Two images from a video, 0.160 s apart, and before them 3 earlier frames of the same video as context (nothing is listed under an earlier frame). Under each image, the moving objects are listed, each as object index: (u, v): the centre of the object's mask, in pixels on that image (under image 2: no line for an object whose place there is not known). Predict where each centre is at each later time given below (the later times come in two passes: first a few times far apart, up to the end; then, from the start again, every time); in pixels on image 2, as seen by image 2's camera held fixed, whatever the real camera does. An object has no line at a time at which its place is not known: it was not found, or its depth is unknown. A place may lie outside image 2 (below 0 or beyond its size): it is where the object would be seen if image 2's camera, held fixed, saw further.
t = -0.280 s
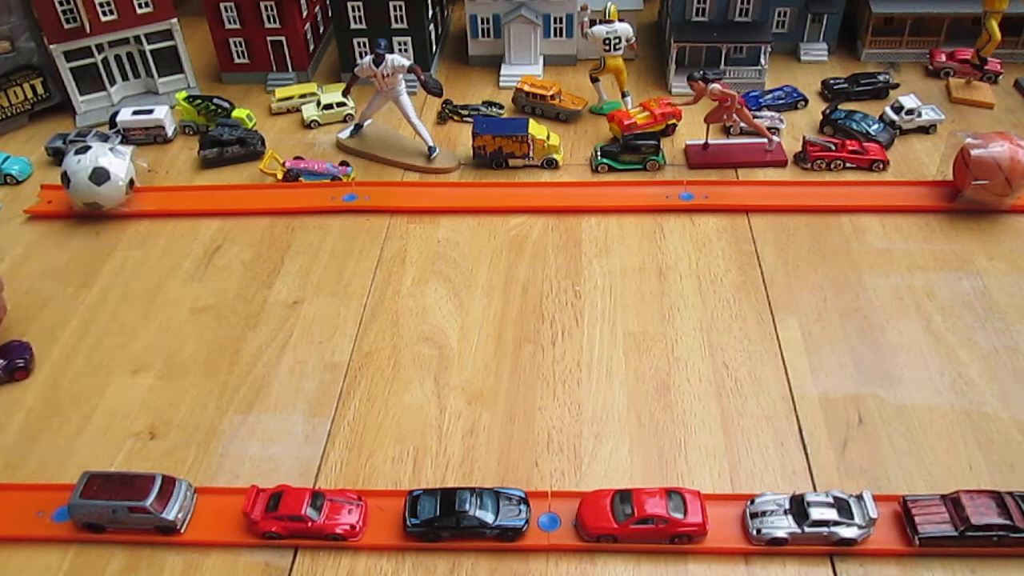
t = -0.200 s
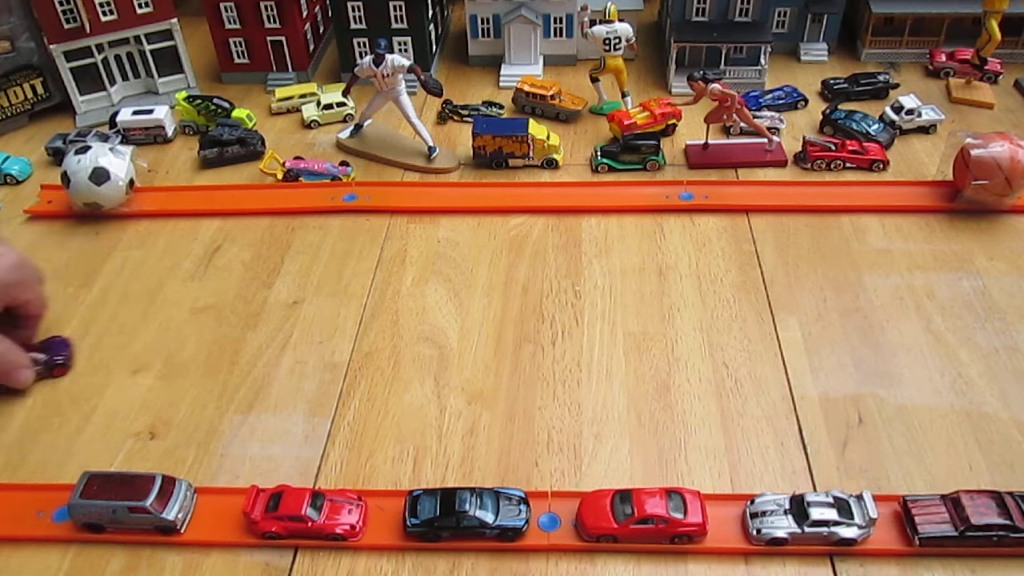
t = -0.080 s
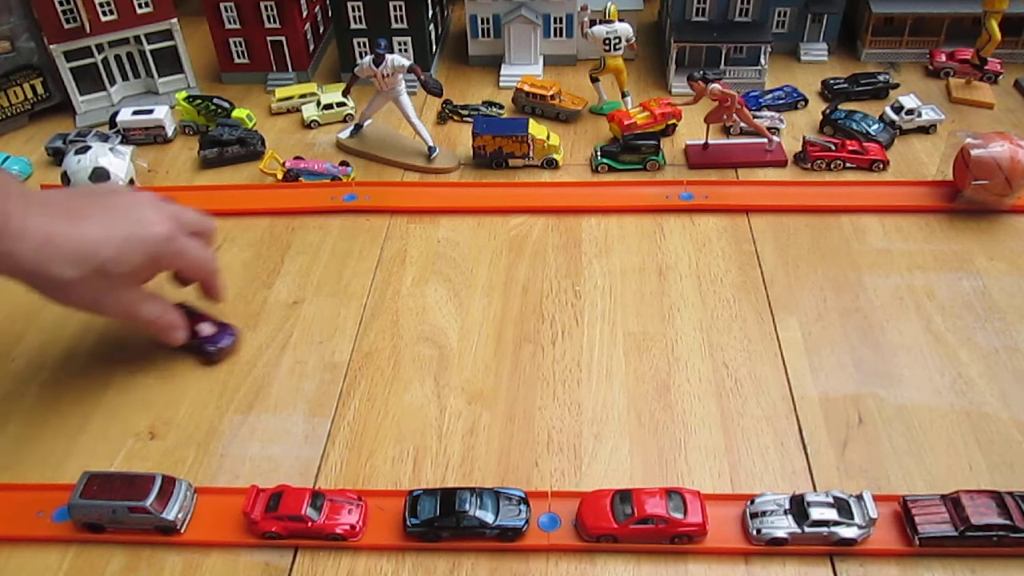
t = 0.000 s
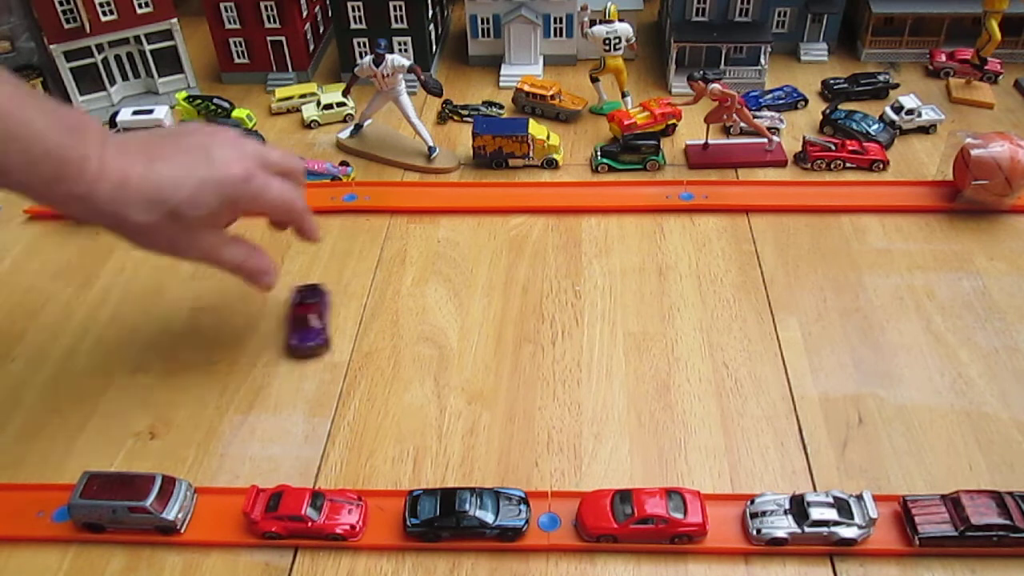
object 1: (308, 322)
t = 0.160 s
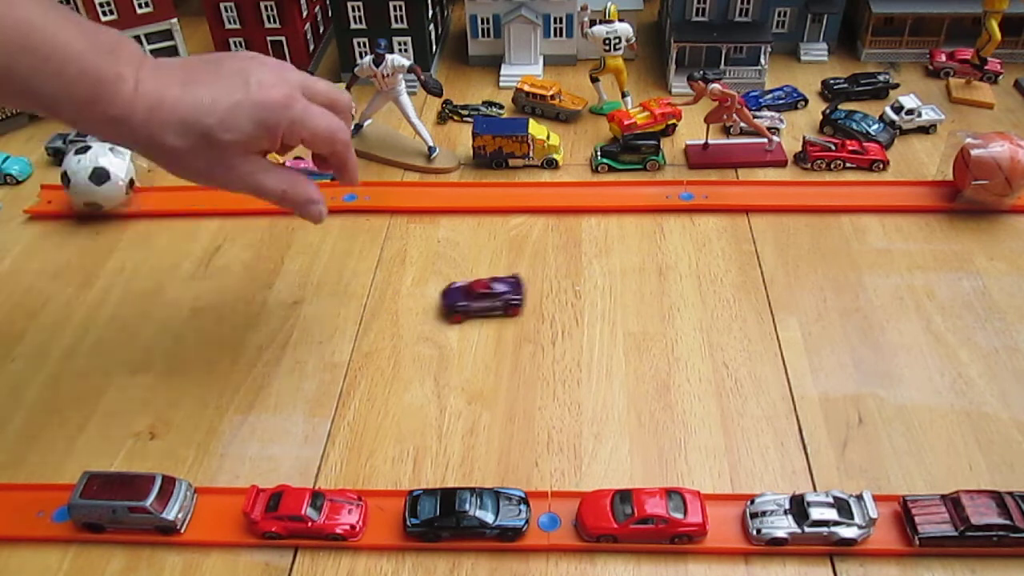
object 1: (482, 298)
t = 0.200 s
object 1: (521, 292)
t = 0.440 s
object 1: (708, 314)
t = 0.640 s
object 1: (754, 358)
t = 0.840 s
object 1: (732, 382)
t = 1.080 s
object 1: (702, 410)
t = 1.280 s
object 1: (678, 432)
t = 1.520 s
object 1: (653, 451)
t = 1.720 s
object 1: (653, 451)
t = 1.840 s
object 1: (653, 451)
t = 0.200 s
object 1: (521, 292)
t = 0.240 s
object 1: (559, 289)
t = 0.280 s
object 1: (595, 289)
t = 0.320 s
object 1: (628, 292)
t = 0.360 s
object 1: (659, 298)
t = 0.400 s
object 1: (685, 306)
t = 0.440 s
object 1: (708, 314)
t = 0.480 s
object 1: (727, 324)
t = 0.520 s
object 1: (740, 334)
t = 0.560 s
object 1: (749, 343)
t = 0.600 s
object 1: (754, 352)
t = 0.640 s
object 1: (754, 358)
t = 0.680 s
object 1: (751, 363)
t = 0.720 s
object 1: (747, 368)
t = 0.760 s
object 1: (742, 372)
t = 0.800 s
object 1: (737, 377)
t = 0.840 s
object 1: (732, 382)
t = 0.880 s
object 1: (727, 387)
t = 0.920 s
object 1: (722, 391)
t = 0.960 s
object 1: (717, 396)
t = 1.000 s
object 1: (712, 400)
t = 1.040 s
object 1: (707, 405)
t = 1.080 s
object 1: (702, 410)
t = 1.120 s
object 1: (697, 414)
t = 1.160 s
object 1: (692, 418)
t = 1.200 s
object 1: (688, 423)
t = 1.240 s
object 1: (683, 428)
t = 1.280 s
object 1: (678, 432)
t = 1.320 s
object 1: (673, 437)
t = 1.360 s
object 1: (668, 441)
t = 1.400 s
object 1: (663, 446)
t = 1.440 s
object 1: (659, 449)
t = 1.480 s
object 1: (655, 451)
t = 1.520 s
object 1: (653, 451)
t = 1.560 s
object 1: (653, 451)
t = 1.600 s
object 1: (653, 451)
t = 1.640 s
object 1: (653, 451)
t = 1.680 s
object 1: (653, 451)
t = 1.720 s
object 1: (653, 451)
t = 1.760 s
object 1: (653, 451)
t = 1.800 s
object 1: (653, 451)
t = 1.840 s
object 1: (653, 451)
